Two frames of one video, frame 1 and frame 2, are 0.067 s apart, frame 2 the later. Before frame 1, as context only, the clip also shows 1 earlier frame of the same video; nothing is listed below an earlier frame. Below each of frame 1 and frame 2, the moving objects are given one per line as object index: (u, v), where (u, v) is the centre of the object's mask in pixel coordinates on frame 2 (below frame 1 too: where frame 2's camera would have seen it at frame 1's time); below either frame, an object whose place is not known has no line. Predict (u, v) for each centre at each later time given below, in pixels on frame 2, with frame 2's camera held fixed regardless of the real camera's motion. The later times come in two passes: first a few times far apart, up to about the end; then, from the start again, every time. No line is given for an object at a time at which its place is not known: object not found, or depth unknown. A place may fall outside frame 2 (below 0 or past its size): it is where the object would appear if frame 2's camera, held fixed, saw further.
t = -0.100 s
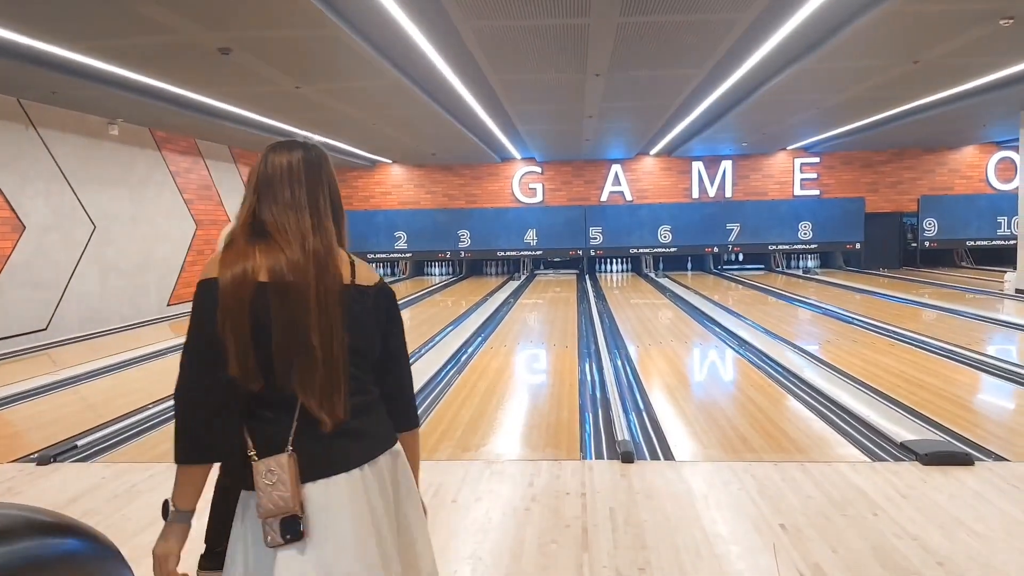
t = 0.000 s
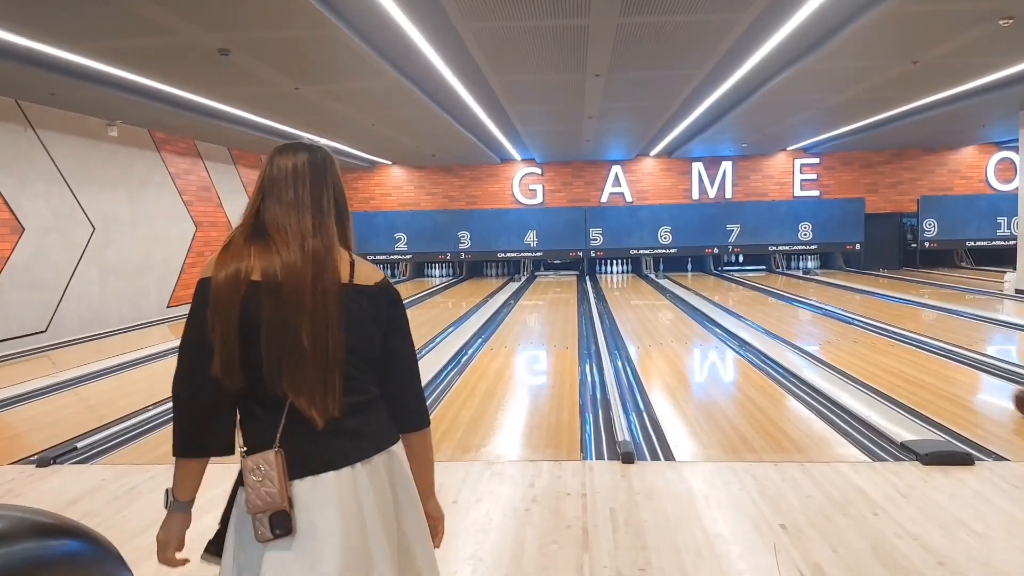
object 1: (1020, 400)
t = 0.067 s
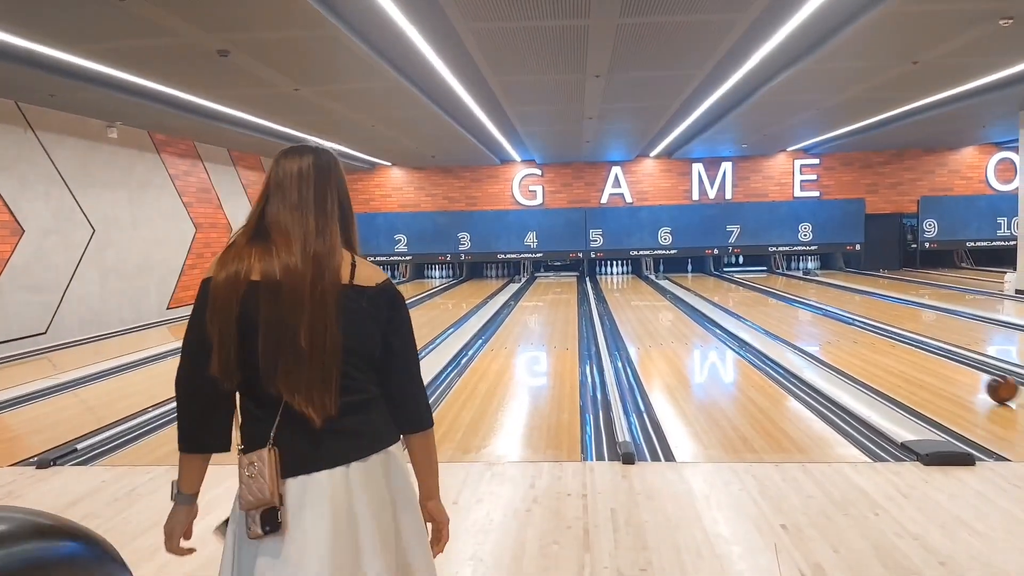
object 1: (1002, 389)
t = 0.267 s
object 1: (934, 361)
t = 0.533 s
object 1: (874, 336)
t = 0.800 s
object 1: (832, 319)
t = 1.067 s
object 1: (802, 307)
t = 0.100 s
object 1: (989, 383)
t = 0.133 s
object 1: (977, 378)
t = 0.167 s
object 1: (965, 374)
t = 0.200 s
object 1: (954, 369)
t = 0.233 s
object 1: (944, 365)
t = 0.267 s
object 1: (934, 361)
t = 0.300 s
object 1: (925, 357)
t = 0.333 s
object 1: (916, 353)
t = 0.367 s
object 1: (909, 350)
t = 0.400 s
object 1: (901, 347)
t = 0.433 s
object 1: (893, 344)
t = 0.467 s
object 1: (887, 341)
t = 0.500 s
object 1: (880, 338)
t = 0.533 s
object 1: (874, 336)
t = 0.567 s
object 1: (868, 333)
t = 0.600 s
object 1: (862, 331)
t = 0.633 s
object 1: (856, 329)
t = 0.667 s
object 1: (851, 327)
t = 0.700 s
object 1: (846, 325)
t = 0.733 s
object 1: (841, 323)
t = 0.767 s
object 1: (837, 321)
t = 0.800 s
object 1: (832, 319)
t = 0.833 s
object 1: (828, 317)
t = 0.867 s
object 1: (824, 316)
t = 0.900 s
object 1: (820, 314)
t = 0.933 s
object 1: (816, 312)
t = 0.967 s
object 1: (812, 311)
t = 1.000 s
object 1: (809, 309)
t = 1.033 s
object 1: (806, 308)
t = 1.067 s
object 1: (802, 307)
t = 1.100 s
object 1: (799, 305)
